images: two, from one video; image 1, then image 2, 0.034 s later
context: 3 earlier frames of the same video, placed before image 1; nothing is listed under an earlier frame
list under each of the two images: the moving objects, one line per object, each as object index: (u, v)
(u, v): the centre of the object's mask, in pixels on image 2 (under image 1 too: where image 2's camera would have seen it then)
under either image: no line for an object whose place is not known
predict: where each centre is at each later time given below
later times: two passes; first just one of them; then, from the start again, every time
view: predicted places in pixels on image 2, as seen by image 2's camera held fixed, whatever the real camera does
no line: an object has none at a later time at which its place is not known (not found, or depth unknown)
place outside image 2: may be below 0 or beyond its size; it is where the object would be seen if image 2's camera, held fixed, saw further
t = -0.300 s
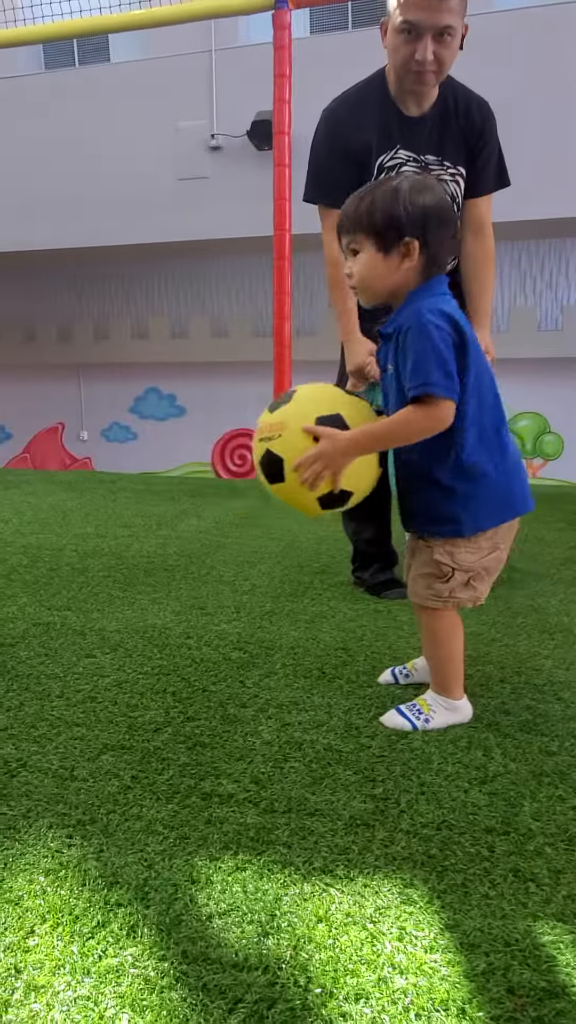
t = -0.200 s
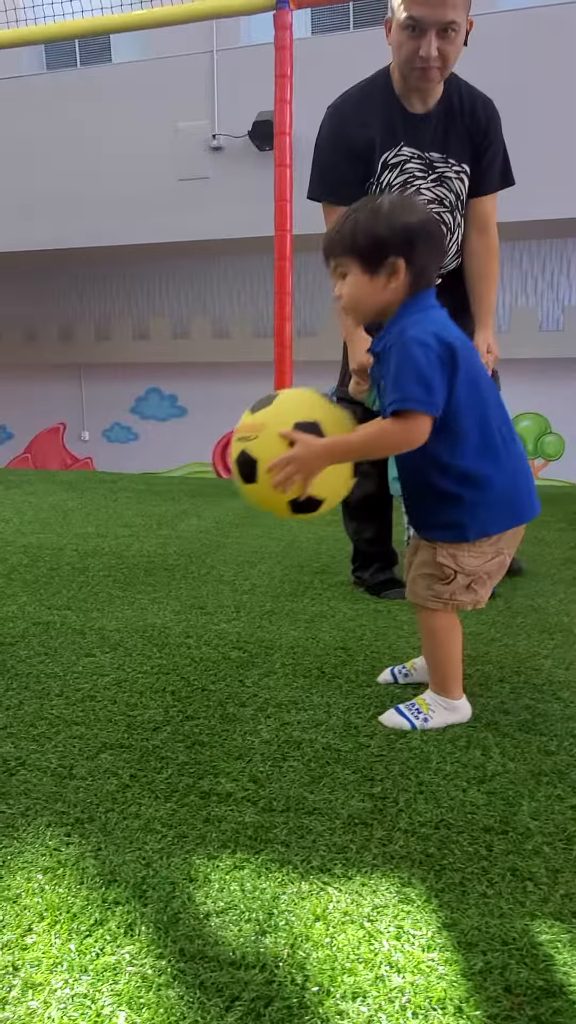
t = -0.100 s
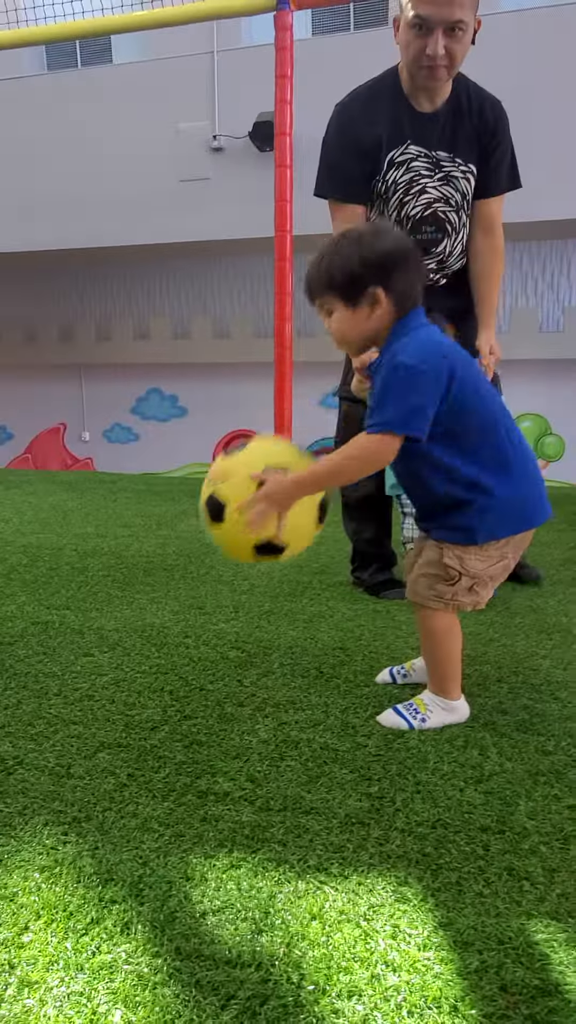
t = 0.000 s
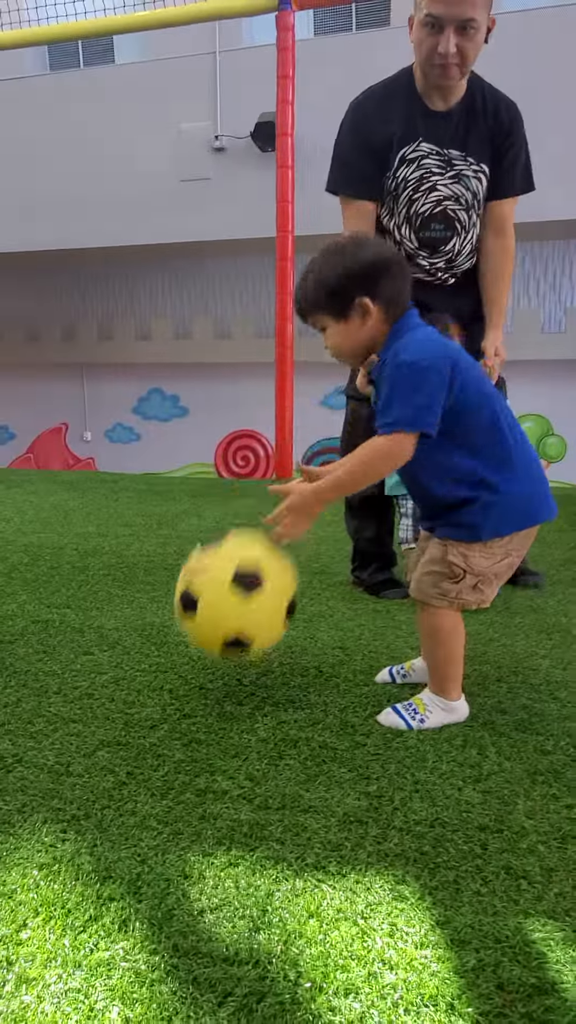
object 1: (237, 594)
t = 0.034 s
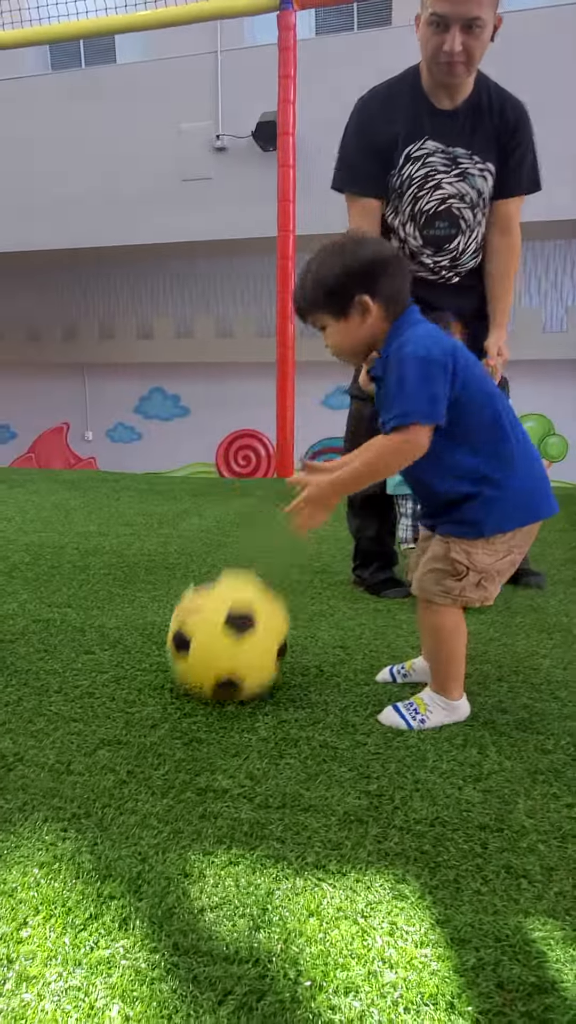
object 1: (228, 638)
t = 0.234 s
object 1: (190, 510)
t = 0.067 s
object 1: (224, 635)
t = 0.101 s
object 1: (216, 598)
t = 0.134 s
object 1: (210, 567)
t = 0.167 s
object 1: (203, 542)
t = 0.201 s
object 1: (197, 523)
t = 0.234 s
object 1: (190, 510)
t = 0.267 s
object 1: (184, 502)
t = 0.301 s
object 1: (178, 500)
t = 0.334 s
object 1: (173, 503)
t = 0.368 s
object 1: (167, 512)
